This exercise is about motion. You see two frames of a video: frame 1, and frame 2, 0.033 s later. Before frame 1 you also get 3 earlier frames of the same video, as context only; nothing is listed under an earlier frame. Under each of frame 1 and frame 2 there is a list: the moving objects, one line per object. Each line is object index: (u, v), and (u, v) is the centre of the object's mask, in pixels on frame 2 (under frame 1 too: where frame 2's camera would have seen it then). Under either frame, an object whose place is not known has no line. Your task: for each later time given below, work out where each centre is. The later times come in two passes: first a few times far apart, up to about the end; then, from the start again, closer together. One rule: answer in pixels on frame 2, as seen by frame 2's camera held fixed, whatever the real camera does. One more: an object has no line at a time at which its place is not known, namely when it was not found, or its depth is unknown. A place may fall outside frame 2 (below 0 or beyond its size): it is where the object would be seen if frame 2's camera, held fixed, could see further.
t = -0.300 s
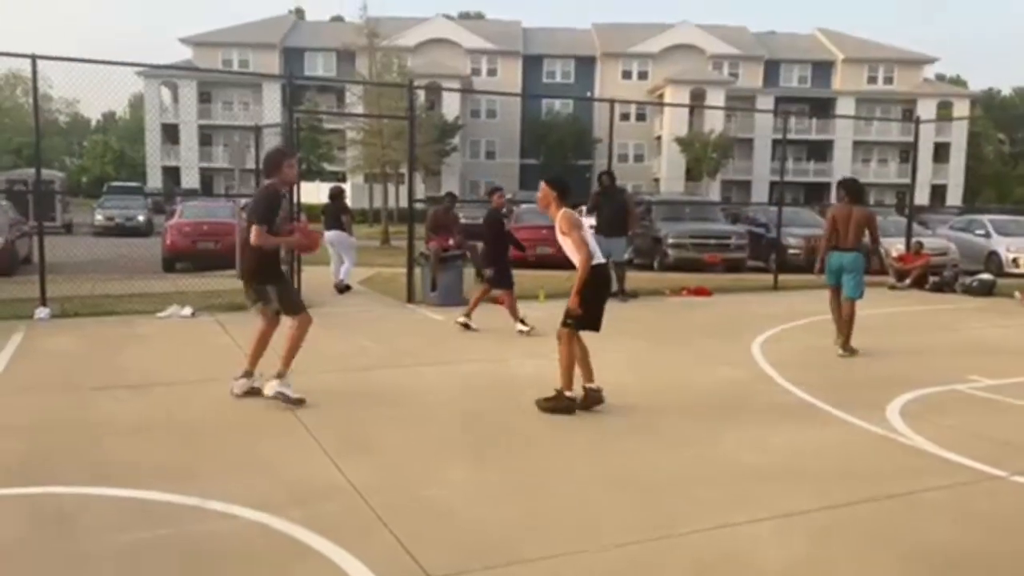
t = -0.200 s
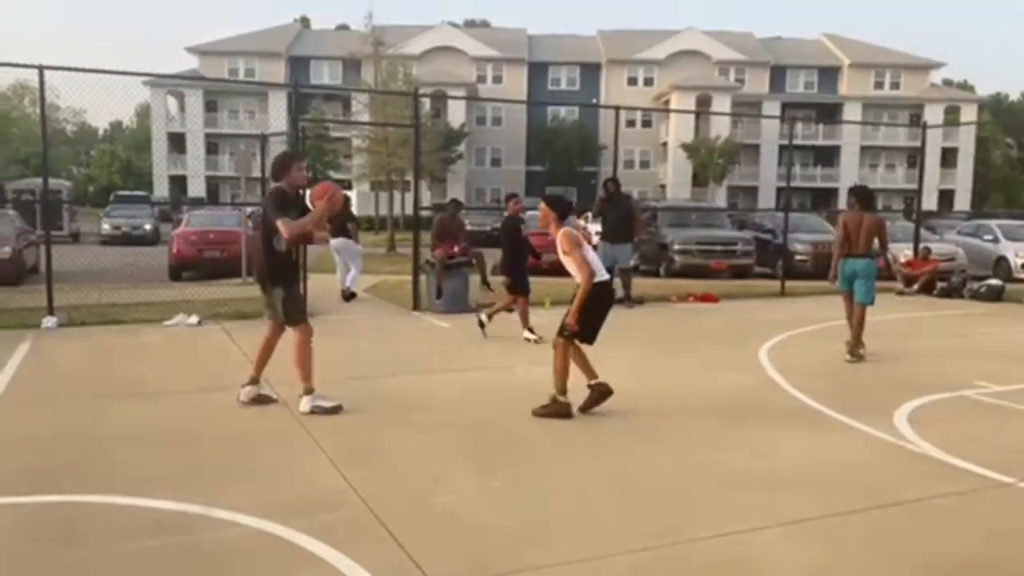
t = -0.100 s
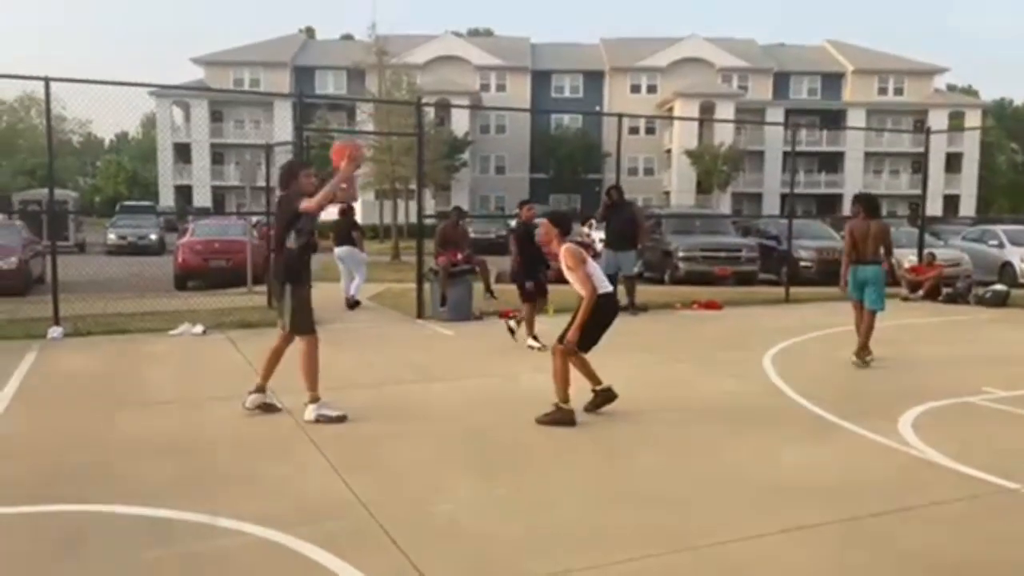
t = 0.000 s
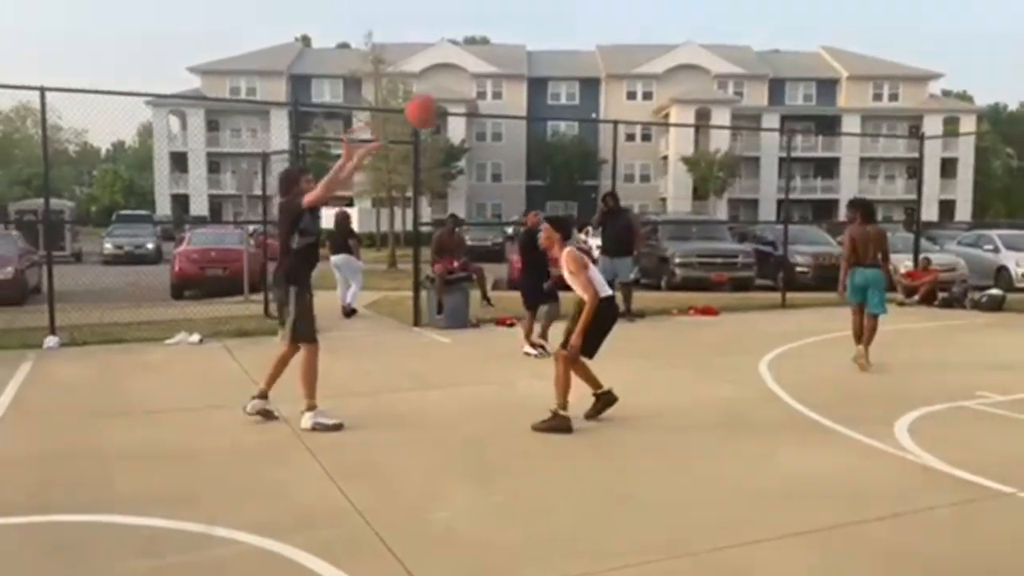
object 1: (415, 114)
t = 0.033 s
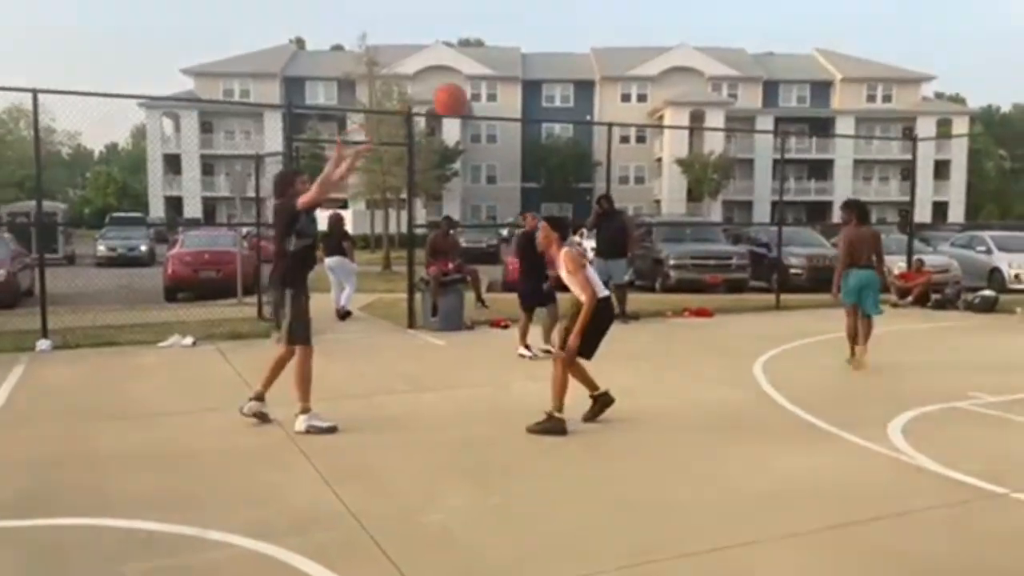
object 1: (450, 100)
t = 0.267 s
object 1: (682, 51)
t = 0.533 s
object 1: (947, 88)
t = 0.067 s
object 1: (484, 88)
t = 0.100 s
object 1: (517, 79)
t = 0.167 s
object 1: (583, 62)
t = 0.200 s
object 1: (616, 57)
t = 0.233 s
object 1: (649, 49)
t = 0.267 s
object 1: (682, 51)
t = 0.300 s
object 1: (714, 47)
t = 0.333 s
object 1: (748, 47)
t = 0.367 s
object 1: (781, 50)
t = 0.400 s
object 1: (814, 54)
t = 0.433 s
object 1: (845, 64)
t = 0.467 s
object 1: (881, 70)
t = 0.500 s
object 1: (915, 79)
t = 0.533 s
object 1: (947, 88)
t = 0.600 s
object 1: (1012, 118)
